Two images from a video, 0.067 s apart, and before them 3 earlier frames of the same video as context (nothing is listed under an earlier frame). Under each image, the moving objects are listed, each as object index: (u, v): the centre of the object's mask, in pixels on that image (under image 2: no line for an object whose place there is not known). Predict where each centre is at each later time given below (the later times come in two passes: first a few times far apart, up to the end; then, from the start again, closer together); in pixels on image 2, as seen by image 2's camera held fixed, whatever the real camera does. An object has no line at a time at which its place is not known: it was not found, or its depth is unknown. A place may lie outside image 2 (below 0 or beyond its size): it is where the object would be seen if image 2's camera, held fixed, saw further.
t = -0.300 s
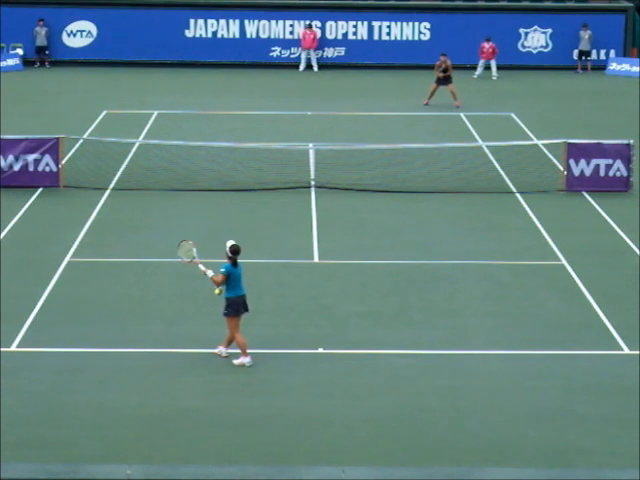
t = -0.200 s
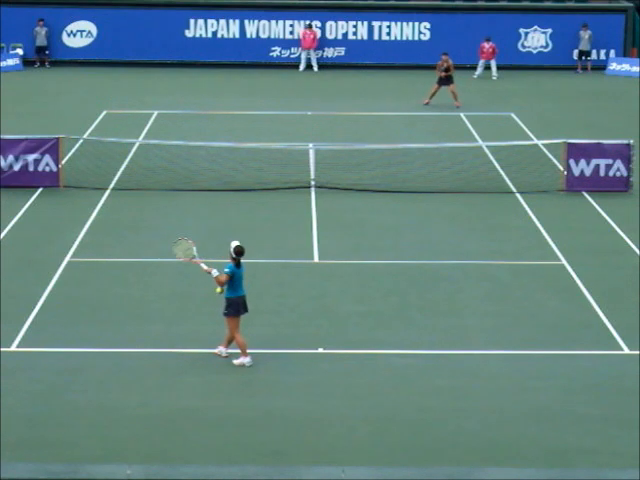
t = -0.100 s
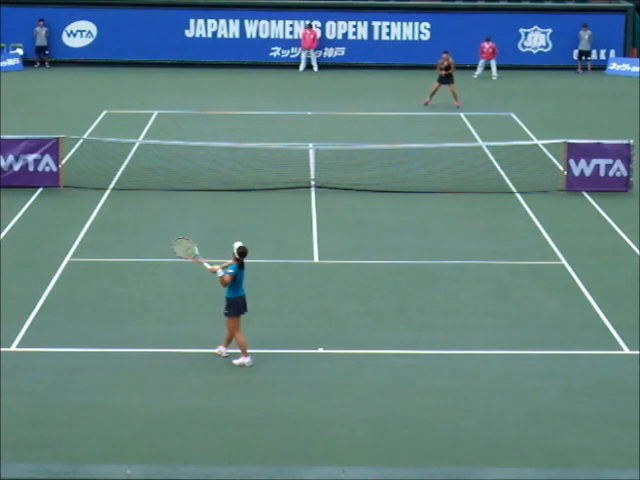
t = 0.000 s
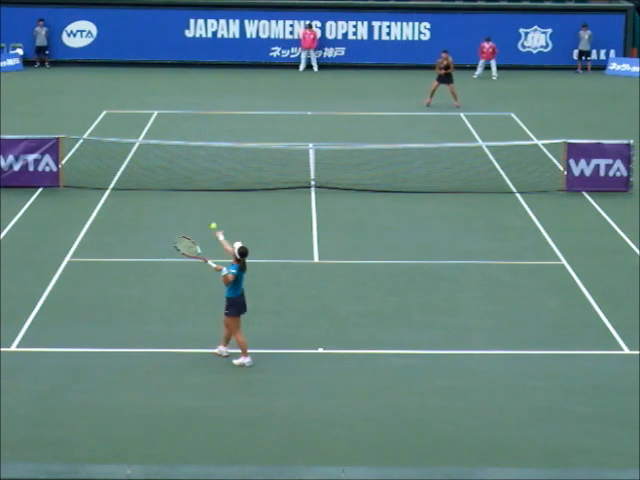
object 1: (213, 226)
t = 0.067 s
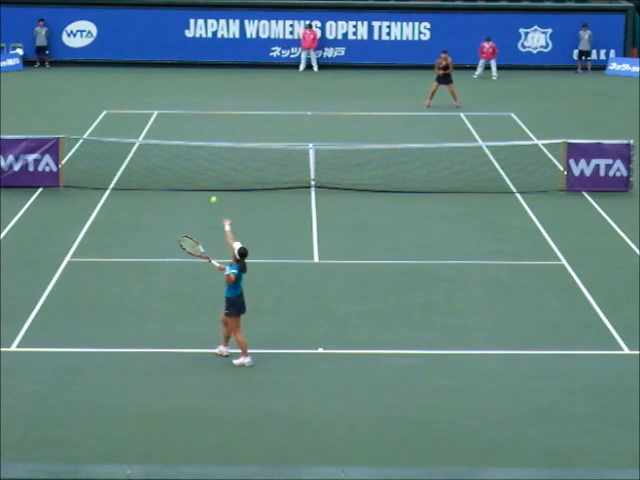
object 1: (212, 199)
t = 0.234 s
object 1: (213, 148)
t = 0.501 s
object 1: (215, 110)
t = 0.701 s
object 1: (215, 115)
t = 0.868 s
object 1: (216, 143)
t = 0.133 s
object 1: (213, 176)
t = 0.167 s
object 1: (213, 166)
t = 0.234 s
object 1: (213, 148)
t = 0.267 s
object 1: (214, 140)
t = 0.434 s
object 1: (215, 114)
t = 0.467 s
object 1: (215, 111)
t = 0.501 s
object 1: (215, 110)
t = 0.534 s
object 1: (215, 108)
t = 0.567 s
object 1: (215, 108)
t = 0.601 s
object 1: (215, 109)
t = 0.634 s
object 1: (215, 110)
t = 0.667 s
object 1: (215, 112)
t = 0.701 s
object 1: (215, 115)
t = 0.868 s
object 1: (216, 143)
